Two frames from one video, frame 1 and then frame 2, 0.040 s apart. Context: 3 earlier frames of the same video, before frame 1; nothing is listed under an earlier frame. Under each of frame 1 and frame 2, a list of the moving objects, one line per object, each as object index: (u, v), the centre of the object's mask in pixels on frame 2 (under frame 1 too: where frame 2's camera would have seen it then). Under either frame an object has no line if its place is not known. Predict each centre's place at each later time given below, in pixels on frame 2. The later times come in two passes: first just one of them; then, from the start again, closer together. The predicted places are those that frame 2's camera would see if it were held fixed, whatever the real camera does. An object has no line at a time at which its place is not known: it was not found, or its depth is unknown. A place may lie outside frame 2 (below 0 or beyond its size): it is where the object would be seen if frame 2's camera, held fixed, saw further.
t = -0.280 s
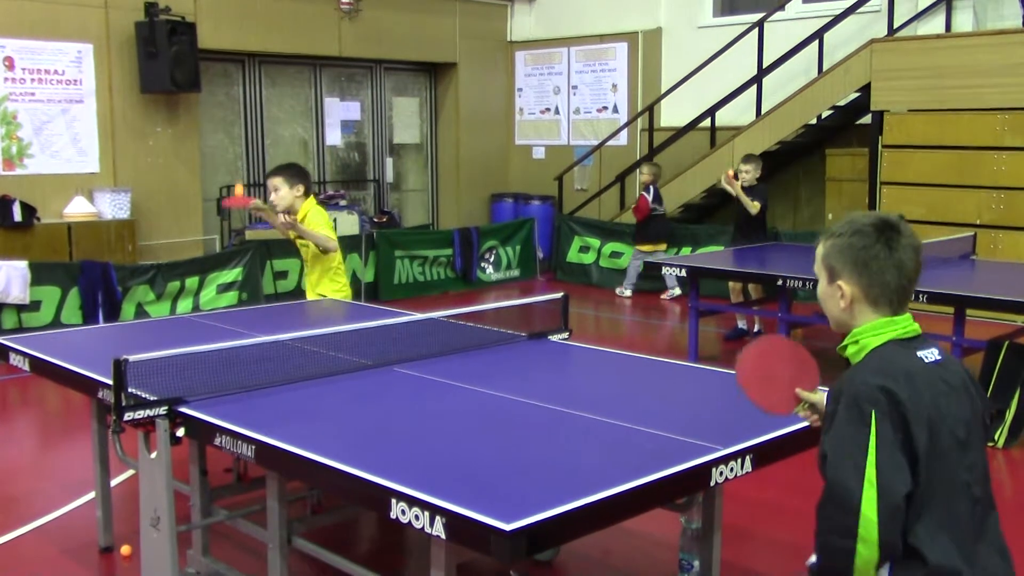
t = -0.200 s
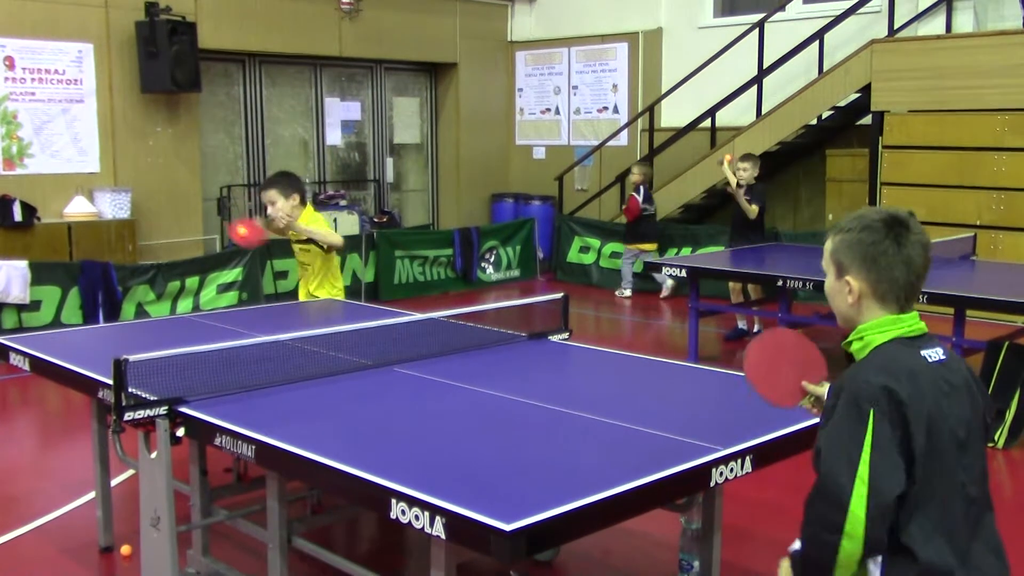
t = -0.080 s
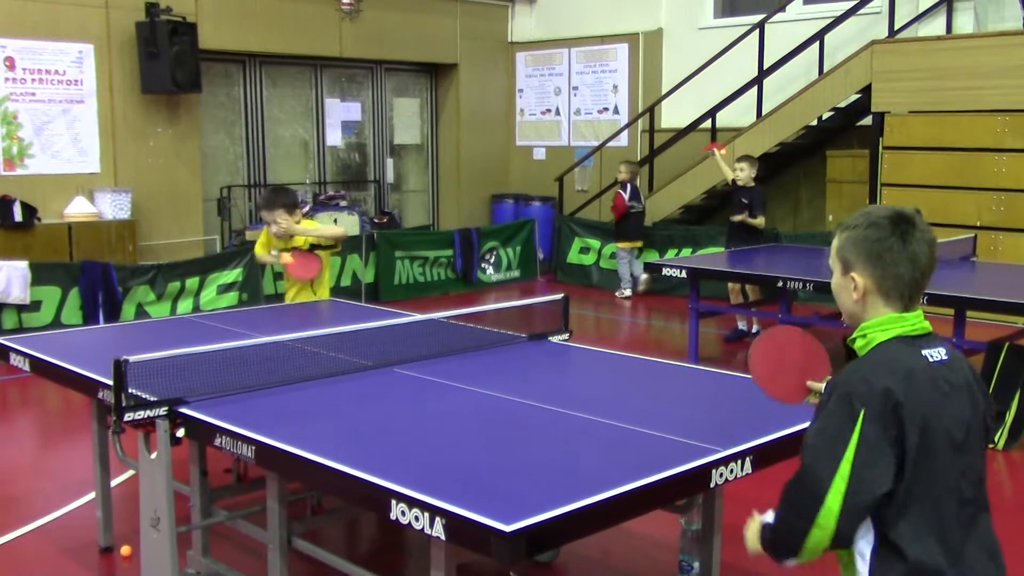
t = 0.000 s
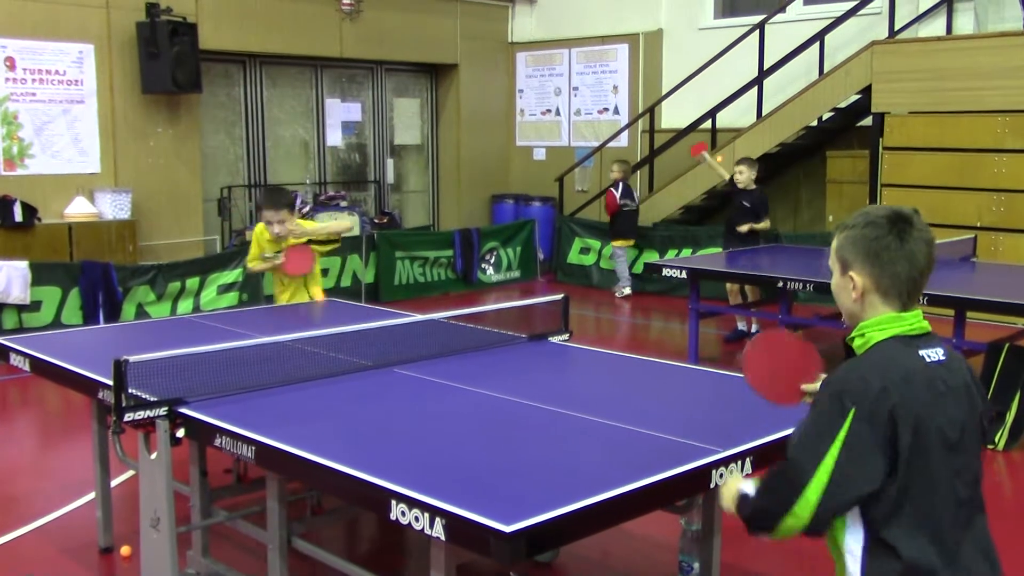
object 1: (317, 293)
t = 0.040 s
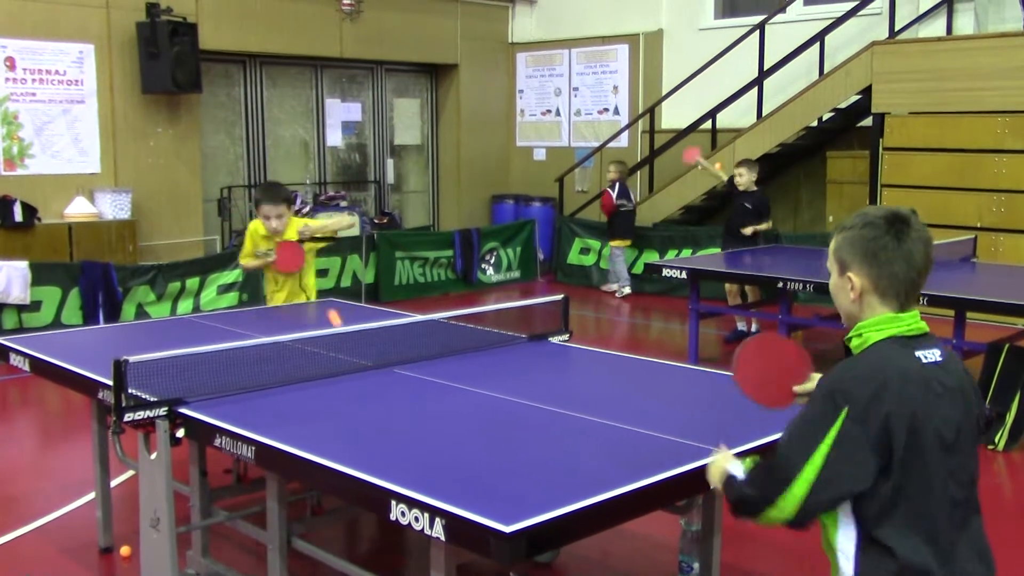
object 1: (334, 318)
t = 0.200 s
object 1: (383, 300)
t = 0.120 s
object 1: (359, 311)
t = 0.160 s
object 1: (371, 303)
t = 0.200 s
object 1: (383, 300)
